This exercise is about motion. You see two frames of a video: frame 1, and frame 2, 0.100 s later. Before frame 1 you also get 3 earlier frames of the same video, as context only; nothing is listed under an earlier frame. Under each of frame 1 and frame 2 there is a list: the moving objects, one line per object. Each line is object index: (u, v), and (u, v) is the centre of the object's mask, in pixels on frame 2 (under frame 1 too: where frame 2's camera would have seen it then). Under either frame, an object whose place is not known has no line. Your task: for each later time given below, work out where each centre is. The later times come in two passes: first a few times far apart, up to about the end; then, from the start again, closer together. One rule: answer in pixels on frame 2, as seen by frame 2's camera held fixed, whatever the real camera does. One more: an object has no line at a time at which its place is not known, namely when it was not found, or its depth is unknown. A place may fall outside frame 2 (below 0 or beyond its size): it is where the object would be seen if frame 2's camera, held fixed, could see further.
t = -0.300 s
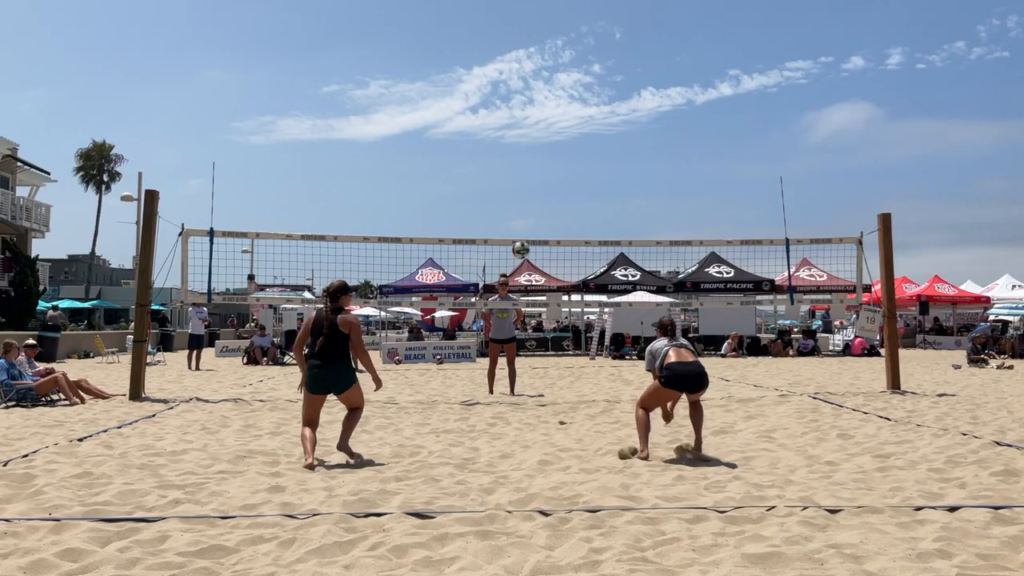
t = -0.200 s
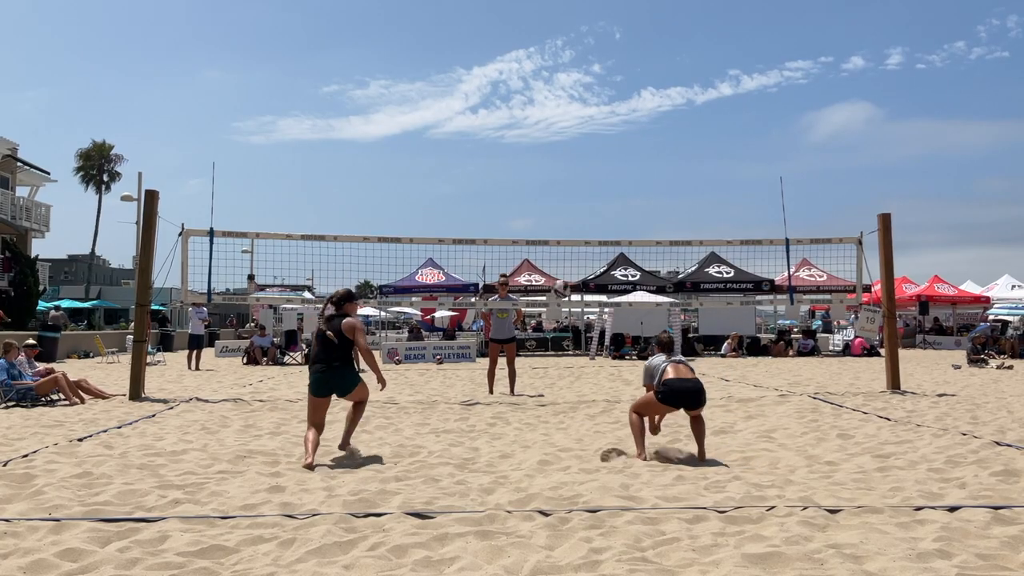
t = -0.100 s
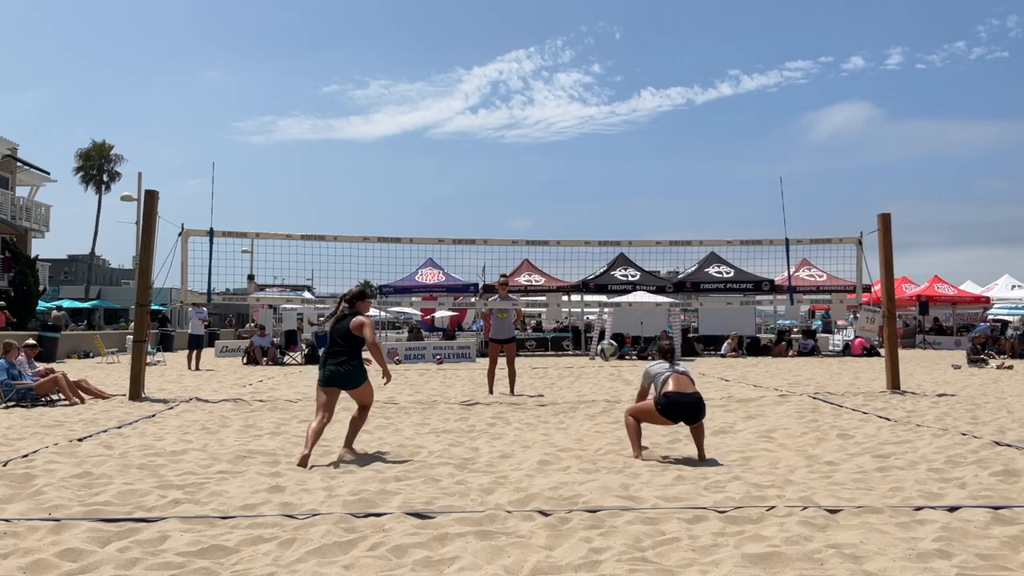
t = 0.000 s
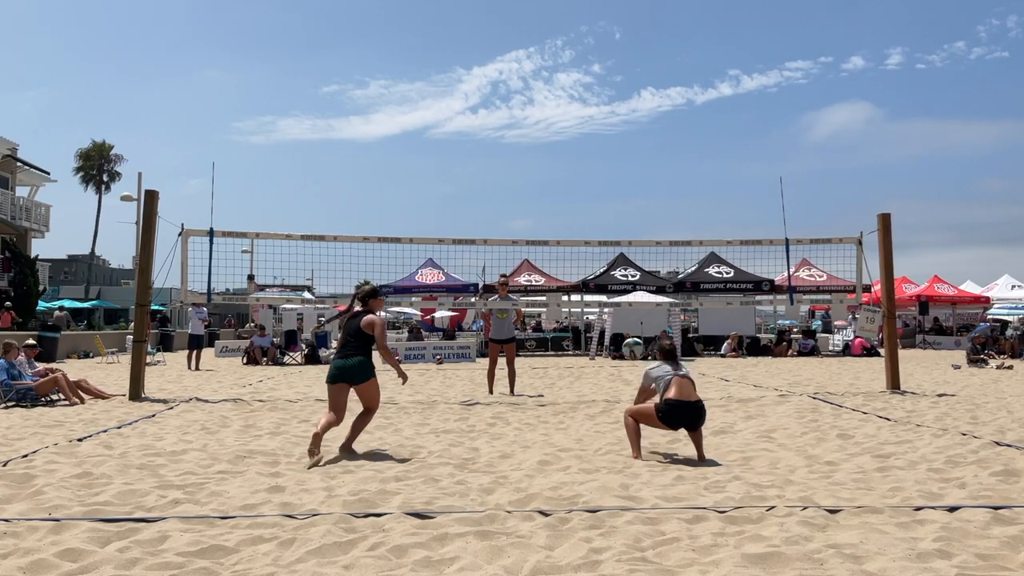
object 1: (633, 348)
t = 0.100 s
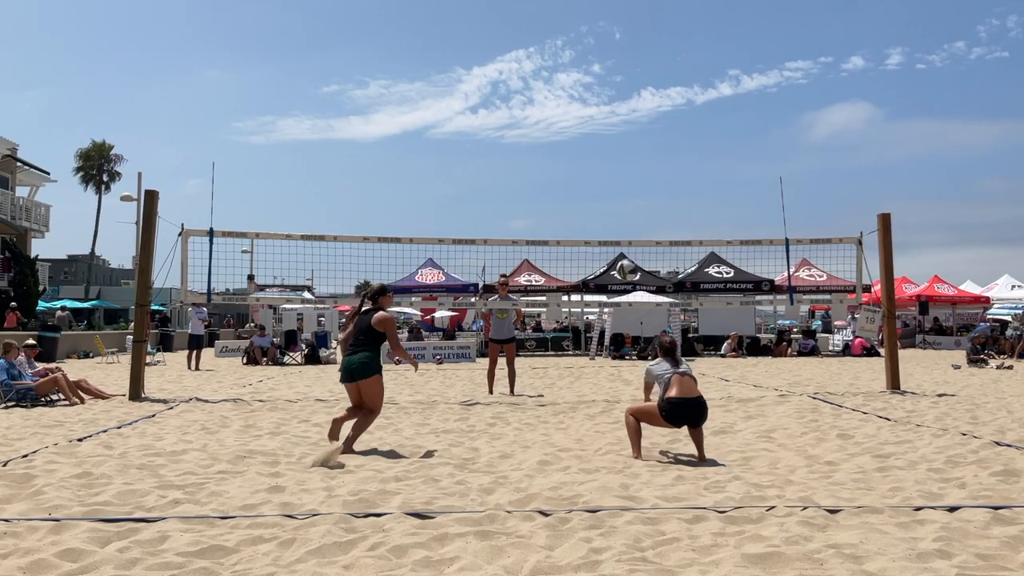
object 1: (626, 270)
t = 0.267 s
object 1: (619, 166)
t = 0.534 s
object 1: (606, 67)
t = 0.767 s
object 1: (595, 39)
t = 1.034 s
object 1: (580, 70)
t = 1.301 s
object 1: (565, 162)
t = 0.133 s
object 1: (626, 246)
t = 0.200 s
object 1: (622, 203)
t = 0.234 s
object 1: (620, 184)
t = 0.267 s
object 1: (619, 166)
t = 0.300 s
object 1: (617, 150)
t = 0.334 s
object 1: (616, 135)
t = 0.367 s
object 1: (614, 121)
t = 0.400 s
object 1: (613, 107)
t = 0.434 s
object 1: (611, 96)
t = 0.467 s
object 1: (610, 85)
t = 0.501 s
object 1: (608, 75)
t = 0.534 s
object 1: (606, 67)
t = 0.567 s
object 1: (605, 60)
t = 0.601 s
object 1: (603, 54)
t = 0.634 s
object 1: (602, 49)
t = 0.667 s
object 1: (600, 45)
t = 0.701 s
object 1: (598, 42)
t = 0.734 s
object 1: (597, 41)
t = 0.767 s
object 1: (595, 39)
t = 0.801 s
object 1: (593, 40)
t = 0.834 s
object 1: (591, 41)
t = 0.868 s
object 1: (589, 44)
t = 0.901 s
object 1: (588, 47)
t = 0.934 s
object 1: (586, 51)
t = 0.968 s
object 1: (584, 57)
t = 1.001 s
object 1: (582, 63)
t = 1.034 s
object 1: (580, 70)
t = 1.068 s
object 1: (578, 79)
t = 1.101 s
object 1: (576, 88)
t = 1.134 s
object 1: (574, 98)
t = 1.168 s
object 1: (572, 109)
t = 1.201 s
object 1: (570, 121)
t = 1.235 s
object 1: (569, 134)
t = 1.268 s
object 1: (567, 147)
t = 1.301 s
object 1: (565, 162)
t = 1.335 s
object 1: (563, 177)
